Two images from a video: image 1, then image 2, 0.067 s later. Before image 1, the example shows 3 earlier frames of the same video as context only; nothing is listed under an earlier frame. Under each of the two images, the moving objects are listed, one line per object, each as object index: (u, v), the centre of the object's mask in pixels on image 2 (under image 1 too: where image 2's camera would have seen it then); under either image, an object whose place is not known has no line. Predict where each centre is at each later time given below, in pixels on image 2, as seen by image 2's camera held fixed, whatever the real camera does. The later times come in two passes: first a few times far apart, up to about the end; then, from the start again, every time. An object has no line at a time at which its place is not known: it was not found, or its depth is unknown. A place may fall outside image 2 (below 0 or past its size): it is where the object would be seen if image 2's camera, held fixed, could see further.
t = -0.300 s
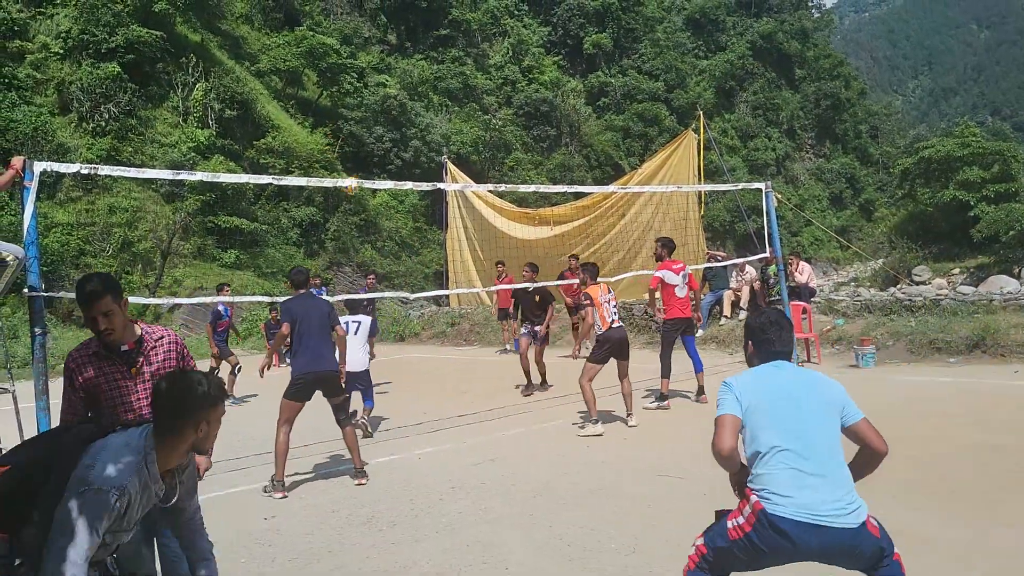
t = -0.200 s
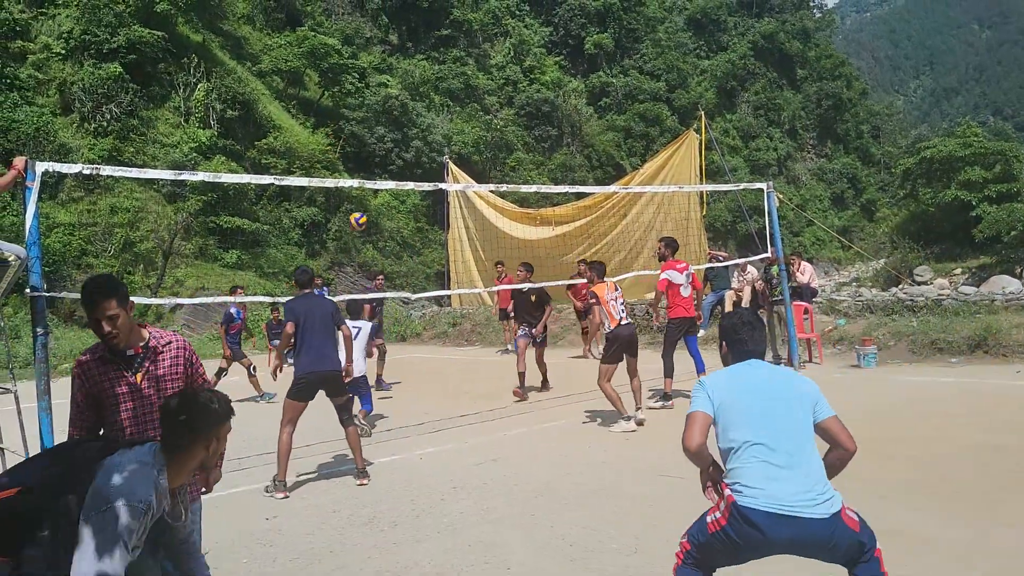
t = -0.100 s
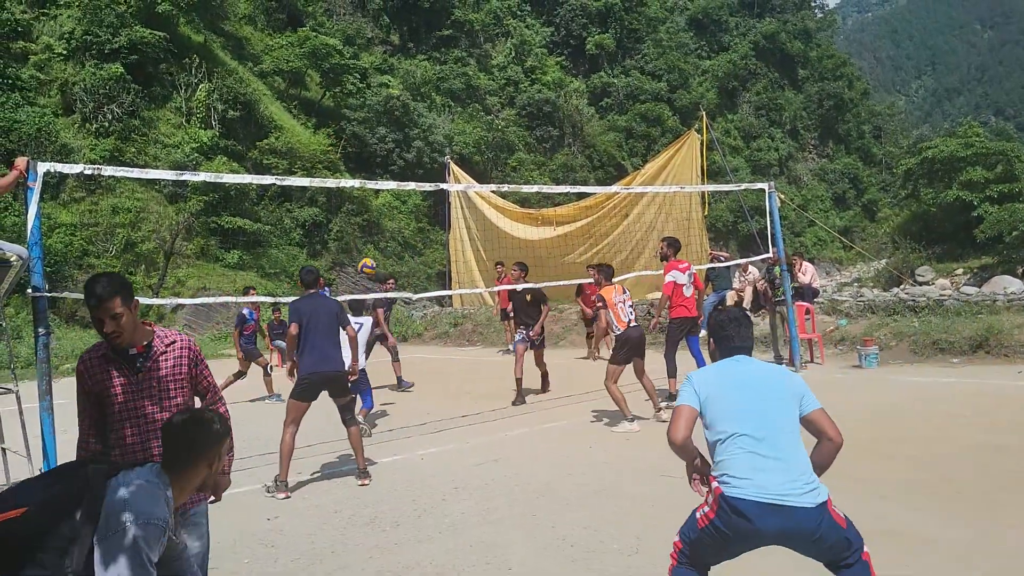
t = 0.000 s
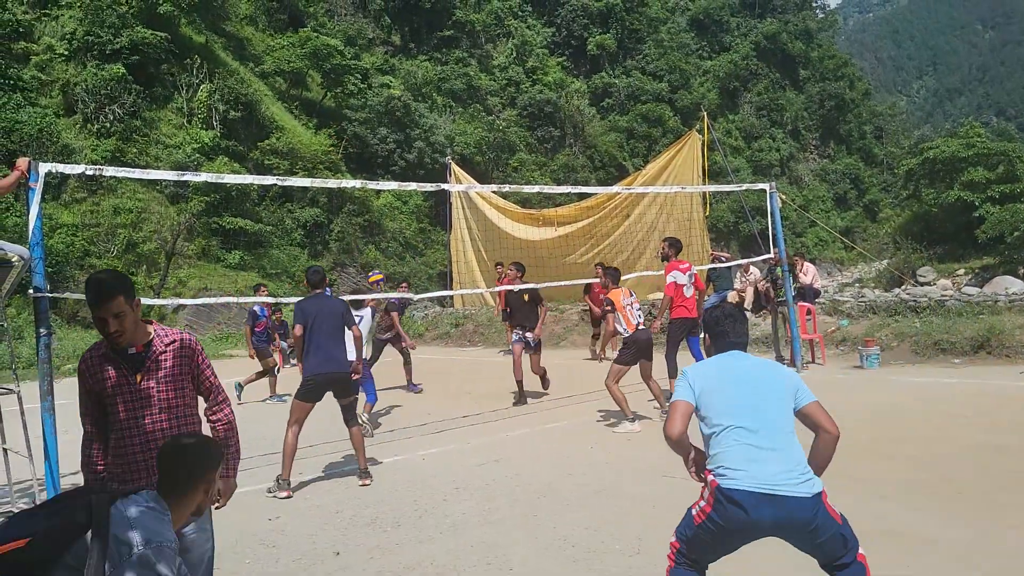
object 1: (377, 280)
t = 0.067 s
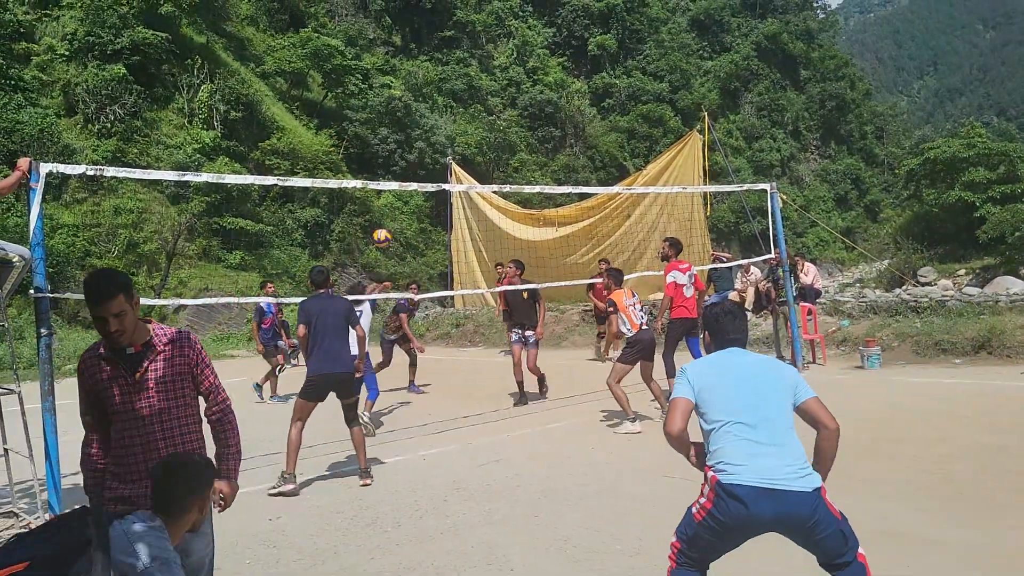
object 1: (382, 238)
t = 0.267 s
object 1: (399, 136)
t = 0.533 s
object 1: (425, 53)
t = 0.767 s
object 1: (453, 31)
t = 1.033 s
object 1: (488, 64)
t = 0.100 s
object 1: (384, 219)
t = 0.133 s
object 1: (387, 200)
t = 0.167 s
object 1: (390, 178)
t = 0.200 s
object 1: (392, 166)
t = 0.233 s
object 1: (396, 150)
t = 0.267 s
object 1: (399, 136)
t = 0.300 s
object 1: (402, 122)
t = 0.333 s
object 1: (405, 110)
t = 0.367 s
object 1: (408, 97)
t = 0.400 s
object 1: (412, 86)
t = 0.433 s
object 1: (415, 77)
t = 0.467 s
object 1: (418, 68)
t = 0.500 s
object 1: (422, 61)
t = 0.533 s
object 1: (425, 53)
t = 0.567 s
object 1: (429, 47)
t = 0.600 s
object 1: (433, 41)
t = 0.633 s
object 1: (437, 38)
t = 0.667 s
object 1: (441, 35)
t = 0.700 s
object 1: (445, 33)
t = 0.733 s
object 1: (449, 32)
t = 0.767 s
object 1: (453, 31)
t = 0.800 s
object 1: (458, 32)
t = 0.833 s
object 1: (462, 34)
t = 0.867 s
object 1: (466, 37)
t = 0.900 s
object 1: (470, 40)
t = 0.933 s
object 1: (475, 44)
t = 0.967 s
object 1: (480, 50)
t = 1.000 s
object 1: (484, 57)
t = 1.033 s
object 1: (488, 64)
